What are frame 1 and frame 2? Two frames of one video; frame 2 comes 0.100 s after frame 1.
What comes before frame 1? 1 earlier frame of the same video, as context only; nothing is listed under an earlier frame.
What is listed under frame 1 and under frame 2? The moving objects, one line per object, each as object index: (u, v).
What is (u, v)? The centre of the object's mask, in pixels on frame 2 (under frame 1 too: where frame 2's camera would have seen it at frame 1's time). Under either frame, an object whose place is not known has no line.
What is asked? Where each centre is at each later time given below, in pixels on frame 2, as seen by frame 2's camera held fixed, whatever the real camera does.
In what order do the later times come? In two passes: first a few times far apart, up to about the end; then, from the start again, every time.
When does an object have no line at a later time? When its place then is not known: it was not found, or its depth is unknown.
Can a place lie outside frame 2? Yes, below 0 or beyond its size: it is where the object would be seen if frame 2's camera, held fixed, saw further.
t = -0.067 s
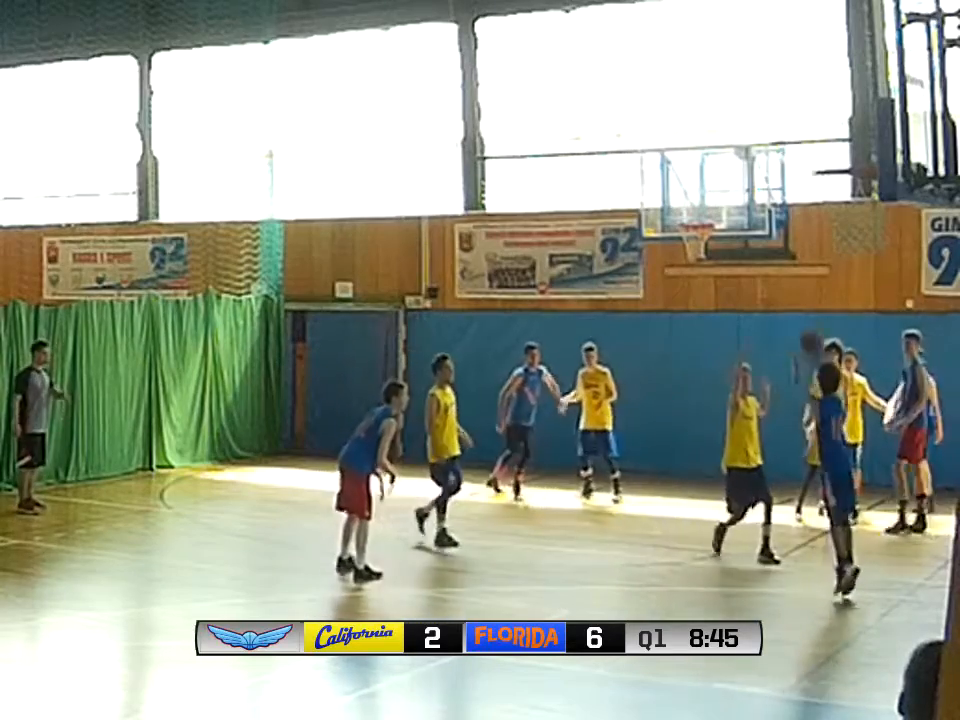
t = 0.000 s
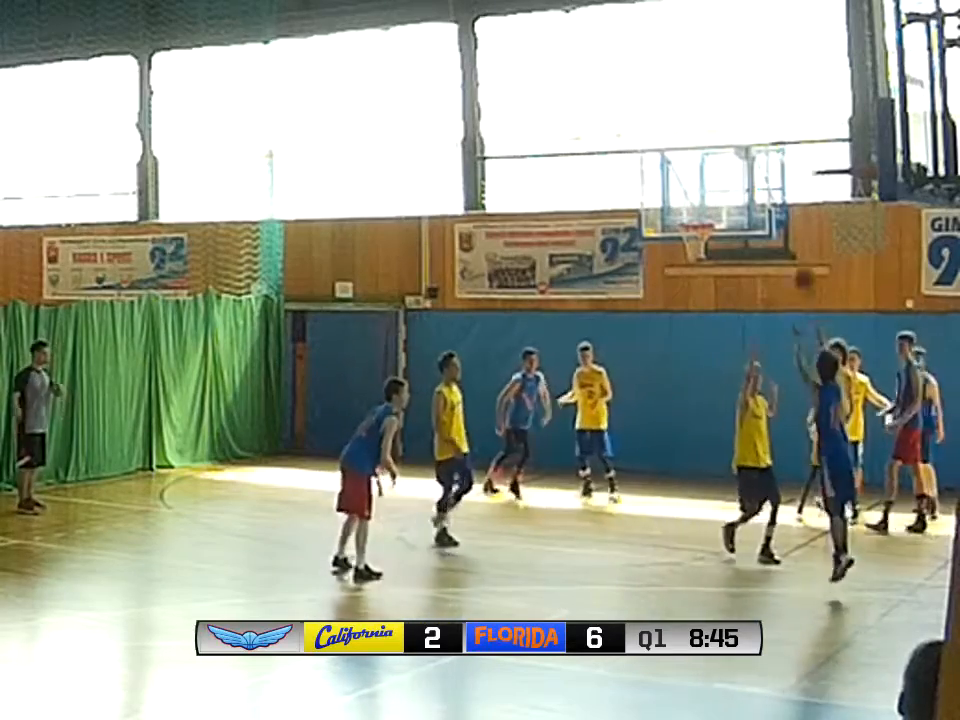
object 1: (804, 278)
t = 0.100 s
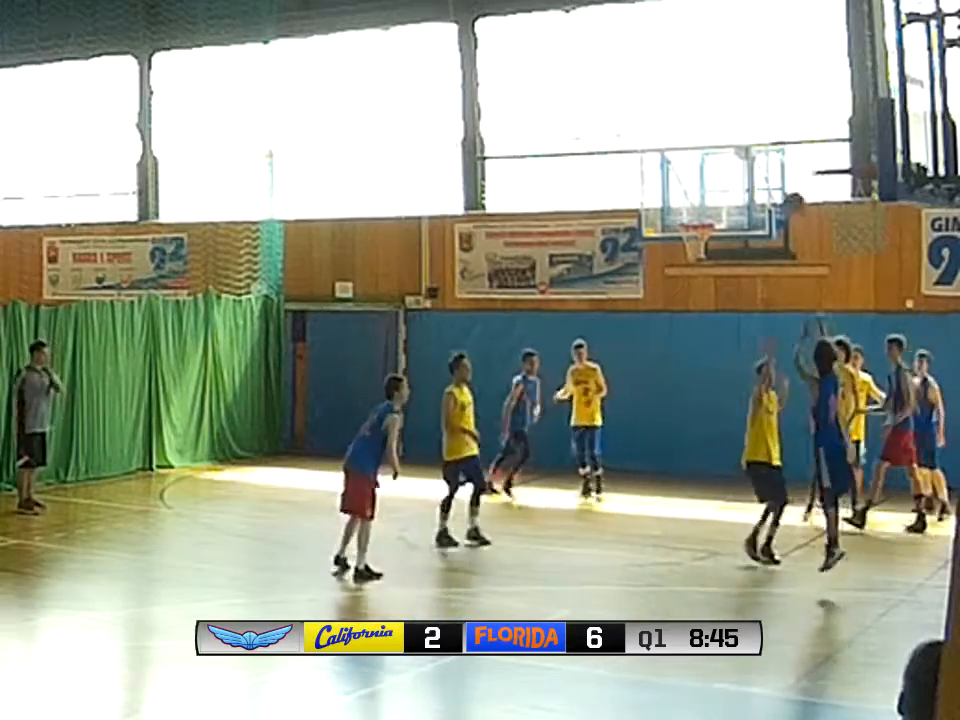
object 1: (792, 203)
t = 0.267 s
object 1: (776, 104)
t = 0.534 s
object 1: (751, 31)
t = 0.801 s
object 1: (731, 36)
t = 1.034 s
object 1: (725, 90)
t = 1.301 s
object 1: (707, 192)
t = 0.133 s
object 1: (789, 175)
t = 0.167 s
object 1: (786, 156)
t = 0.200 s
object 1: (783, 136)
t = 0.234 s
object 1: (779, 123)
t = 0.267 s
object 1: (776, 104)
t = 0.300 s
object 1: (773, 89)
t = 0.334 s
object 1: (770, 76)
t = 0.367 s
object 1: (767, 66)
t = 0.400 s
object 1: (764, 56)
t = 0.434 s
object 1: (760, 49)
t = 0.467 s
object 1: (758, 41)
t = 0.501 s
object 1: (755, 35)
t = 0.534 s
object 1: (751, 31)
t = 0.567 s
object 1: (749, 27)
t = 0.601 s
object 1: (745, 26)
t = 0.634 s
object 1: (743, 24)
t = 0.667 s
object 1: (741, 25)
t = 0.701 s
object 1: (738, 26)
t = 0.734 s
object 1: (736, 28)
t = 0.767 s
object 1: (734, 32)
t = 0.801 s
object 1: (731, 36)
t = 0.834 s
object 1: (730, 42)
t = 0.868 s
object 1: (728, 48)
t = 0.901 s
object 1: (728, 56)
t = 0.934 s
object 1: (727, 63)
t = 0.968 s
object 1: (726, 70)
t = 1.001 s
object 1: (725, 81)
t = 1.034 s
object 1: (725, 90)
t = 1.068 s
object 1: (722, 102)
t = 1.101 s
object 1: (720, 118)
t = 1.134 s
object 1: (719, 129)
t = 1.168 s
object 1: (717, 140)
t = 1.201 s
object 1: (715, 153)
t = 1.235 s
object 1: (714, 170)
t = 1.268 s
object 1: (711, 183)
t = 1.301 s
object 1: (707, 192)
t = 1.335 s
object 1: (702, 204)
